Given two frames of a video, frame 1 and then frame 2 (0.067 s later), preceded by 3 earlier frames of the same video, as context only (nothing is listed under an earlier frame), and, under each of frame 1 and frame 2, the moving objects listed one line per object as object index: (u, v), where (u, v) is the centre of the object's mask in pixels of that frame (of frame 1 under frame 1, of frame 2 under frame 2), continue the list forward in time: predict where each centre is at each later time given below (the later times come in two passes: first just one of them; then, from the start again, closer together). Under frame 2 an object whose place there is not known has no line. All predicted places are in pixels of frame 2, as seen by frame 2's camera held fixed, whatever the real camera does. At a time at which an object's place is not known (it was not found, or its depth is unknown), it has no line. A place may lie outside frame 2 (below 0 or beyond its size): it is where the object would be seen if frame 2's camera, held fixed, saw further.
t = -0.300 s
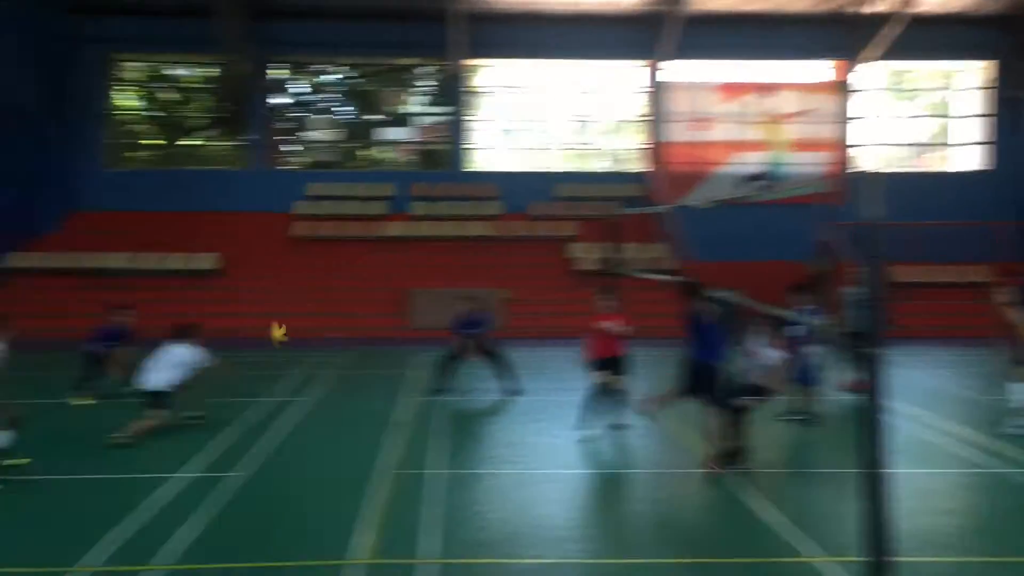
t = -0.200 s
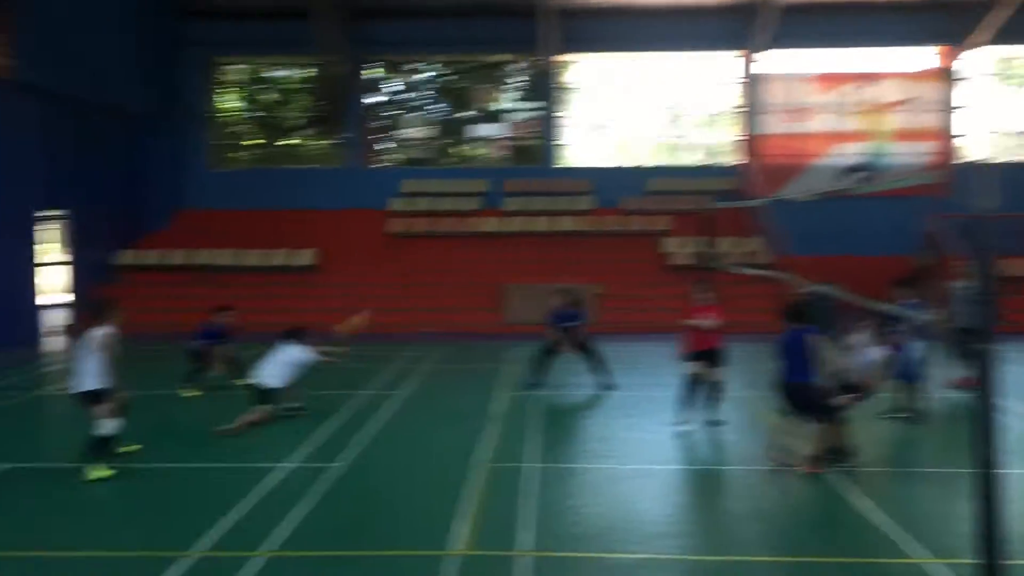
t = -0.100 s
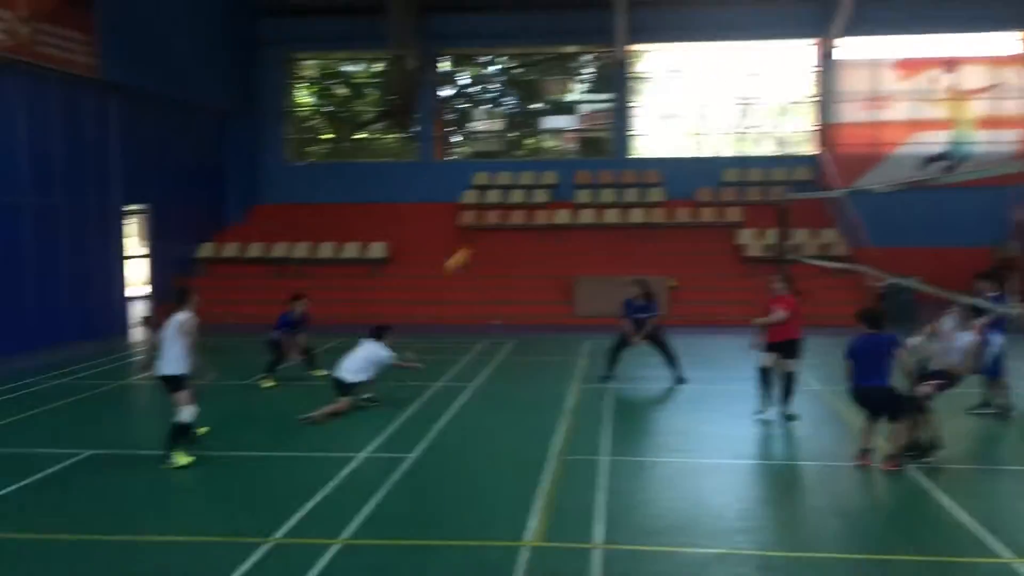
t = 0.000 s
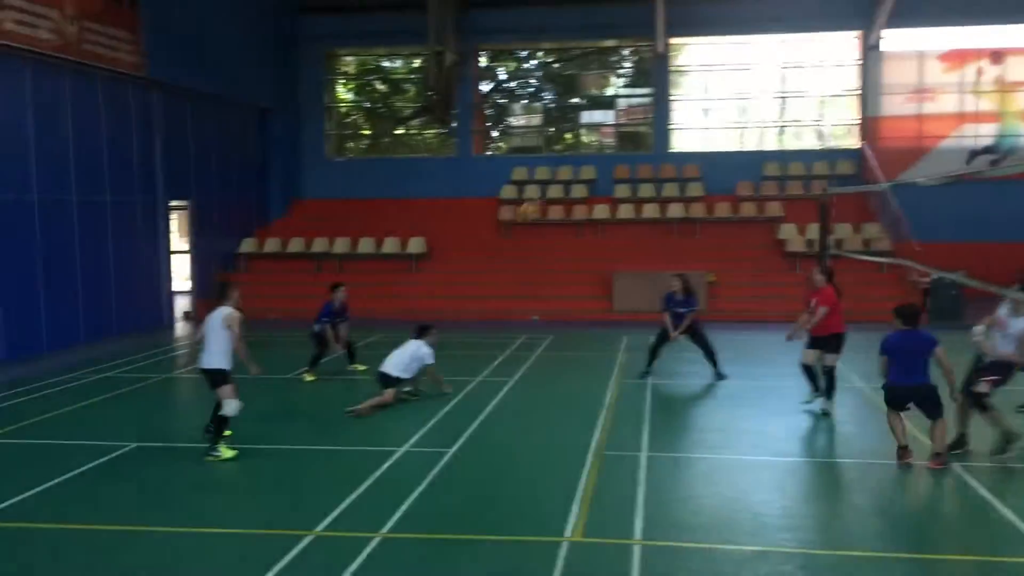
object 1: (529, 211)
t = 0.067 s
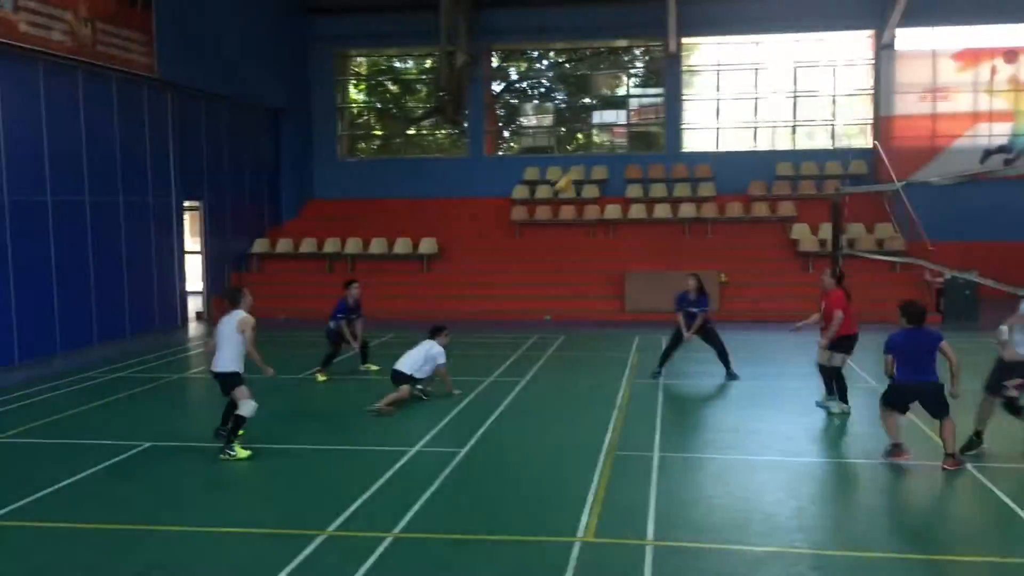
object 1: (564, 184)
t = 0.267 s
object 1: (622, 127)
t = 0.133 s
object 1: (583, 160)
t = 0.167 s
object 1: (593, 151)
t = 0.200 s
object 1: (601, 142)
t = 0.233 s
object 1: (612, 134)
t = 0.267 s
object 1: (622, 127)
